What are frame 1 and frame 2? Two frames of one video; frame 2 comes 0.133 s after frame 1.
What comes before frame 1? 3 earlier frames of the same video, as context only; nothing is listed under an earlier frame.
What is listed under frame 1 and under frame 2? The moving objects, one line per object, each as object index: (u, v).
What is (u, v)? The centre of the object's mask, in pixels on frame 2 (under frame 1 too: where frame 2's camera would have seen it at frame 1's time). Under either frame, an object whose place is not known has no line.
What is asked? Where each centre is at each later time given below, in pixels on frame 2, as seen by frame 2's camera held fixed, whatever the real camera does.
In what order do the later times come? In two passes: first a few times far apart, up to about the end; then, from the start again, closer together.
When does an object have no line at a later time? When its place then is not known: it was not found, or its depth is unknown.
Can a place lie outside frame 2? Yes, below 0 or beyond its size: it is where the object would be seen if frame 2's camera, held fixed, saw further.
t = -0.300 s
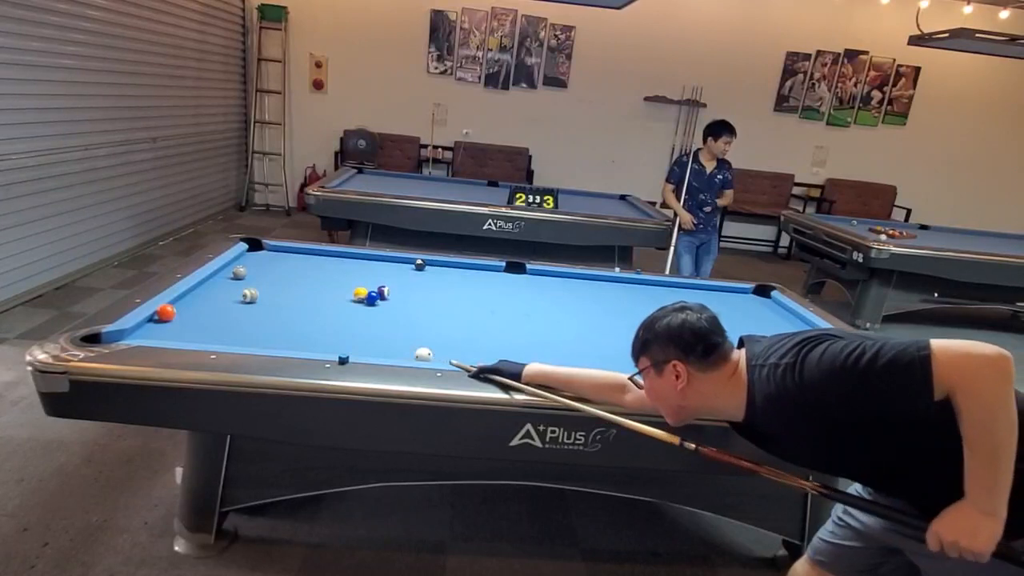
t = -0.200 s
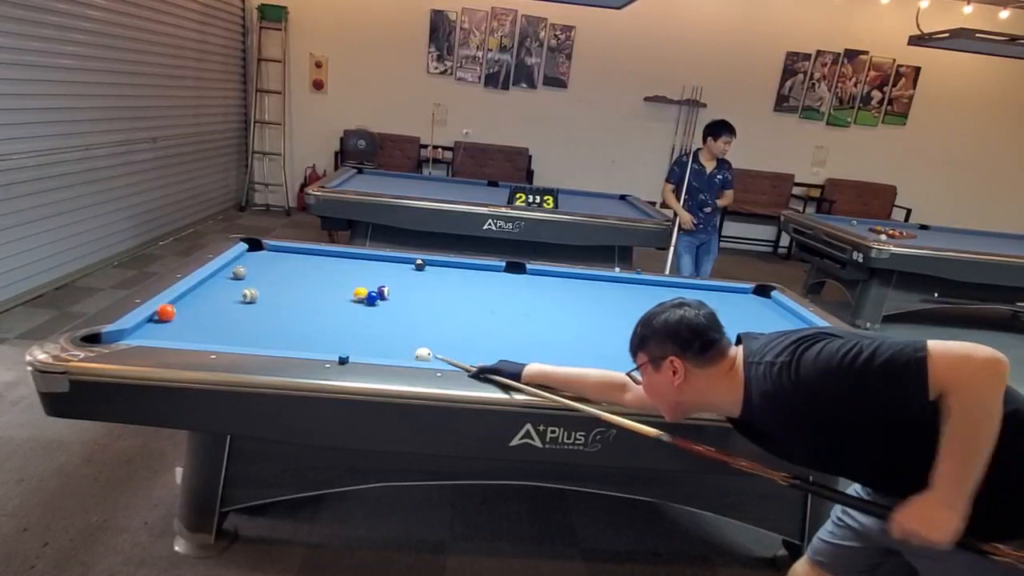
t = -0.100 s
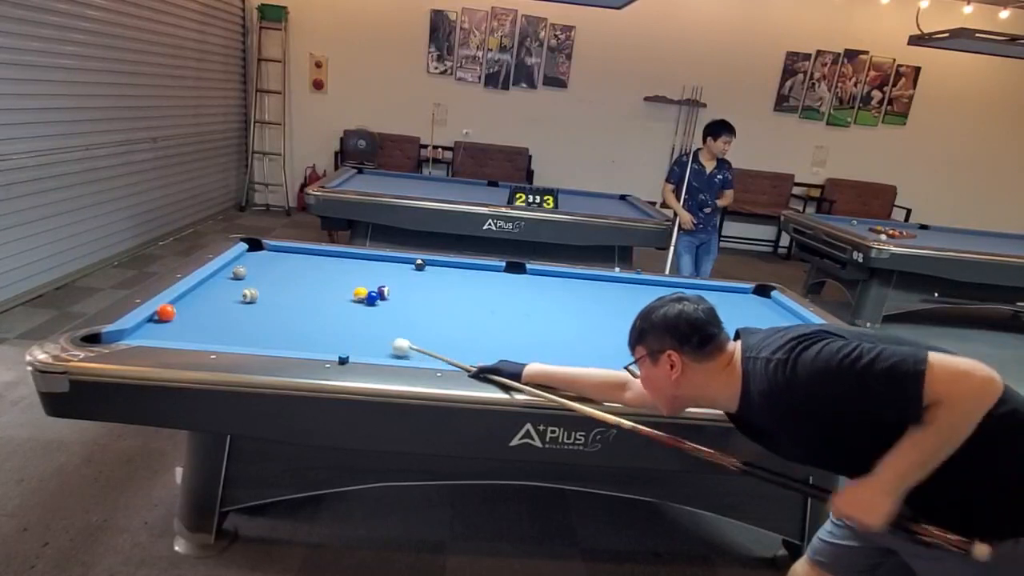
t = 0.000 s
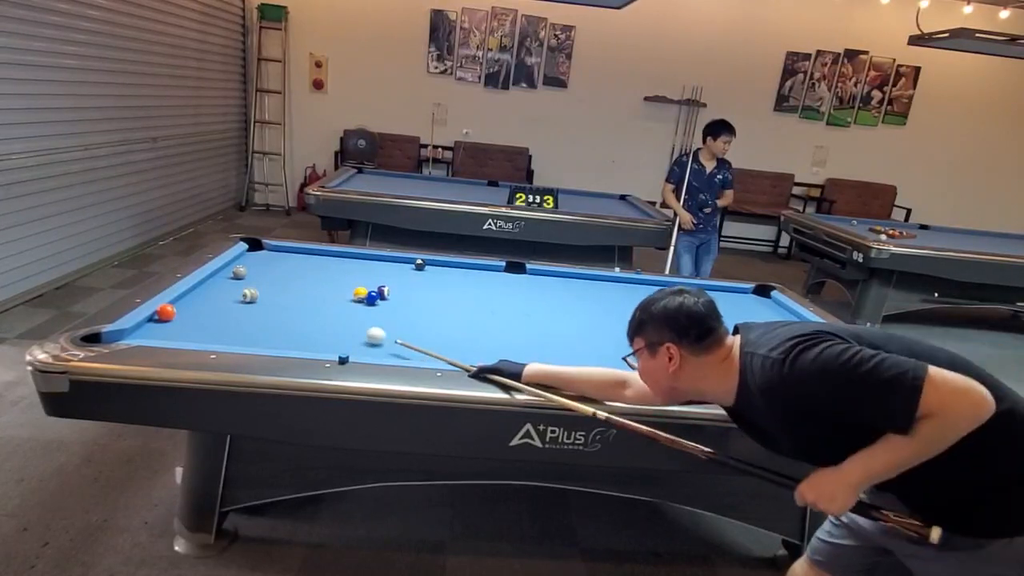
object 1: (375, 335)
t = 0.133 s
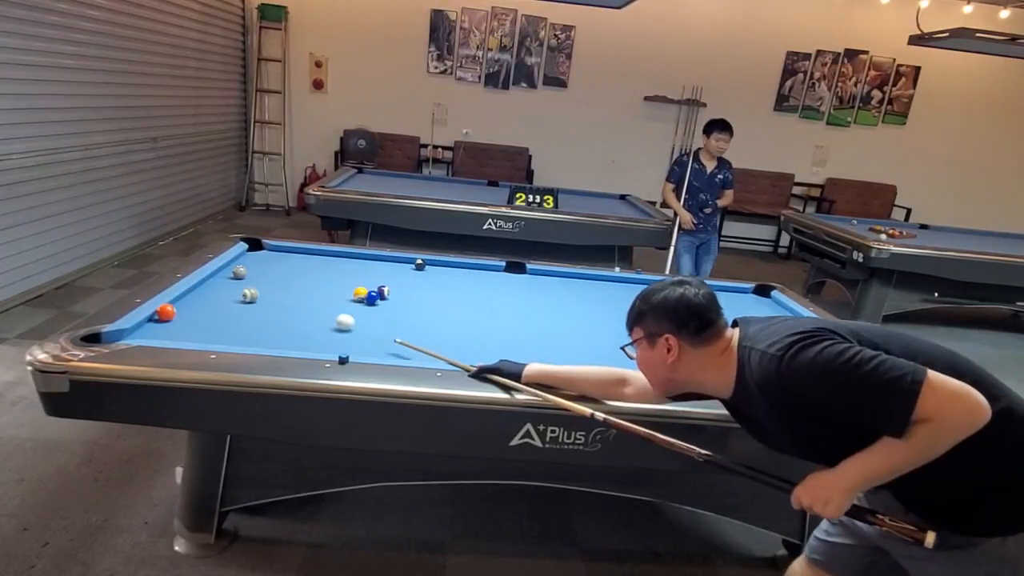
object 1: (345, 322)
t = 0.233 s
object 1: (323, 312)
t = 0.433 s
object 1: (284, 295)
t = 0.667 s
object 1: (244, 278)
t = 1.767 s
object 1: (296, 280)
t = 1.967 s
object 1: (310, 281)
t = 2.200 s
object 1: (325, 283)
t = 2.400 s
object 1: (337, 284)
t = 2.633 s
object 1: (350, 284)
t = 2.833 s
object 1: (361, 283)
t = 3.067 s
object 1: (372, 285)
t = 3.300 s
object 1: (381, 284)
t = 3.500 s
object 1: (390, 286)
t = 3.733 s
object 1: (396, 287)
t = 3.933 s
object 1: (400, 288)
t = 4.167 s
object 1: (404, 288)
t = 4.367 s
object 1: (407, 288)
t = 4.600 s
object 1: (411, 288)
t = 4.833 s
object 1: (413, 288)
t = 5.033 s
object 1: (414, 289)
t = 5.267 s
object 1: (415, 289)
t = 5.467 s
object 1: (415, 289)
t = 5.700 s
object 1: (415, 289)
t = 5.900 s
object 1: (415, 289)
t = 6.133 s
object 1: (415, 289)
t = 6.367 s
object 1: (415, 289)
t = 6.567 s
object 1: (415, 289)
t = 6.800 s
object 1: (415, 289)
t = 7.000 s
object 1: (415, 289)
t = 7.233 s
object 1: (415, 289)
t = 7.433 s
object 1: (415, 289)
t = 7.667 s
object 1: (415, 289)
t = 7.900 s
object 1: (415, 289)
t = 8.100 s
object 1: (415, 289)
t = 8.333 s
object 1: (415, 289)
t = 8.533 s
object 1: (415, 289)
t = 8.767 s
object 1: (415, 289)
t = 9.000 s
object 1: (415, 289)
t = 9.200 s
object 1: (415, 289)
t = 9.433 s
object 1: (415, 289)
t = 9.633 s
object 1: (415, 289)
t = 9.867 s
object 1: (415, 289)
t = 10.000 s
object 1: (415, 289)
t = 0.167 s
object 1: (337, 319)
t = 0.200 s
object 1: (330, 315)
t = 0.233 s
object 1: (323, 312)
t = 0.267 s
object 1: (316, 309)
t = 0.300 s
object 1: (309, 306)
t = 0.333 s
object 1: (303, 304)
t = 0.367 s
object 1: (297, 301)
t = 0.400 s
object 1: (290, 298)
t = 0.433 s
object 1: (284, 295)
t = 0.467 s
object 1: (278, 293)
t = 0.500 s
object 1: (272, 290)
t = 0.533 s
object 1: (266, 288)
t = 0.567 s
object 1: (261, 285)
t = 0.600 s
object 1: (256, 282)
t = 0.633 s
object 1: (250, 280)
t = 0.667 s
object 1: (244, 278)
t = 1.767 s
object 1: (296, 280)
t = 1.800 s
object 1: (298, 280)
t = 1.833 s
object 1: (301, 281)
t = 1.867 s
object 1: (303, 281)
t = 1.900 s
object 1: (305, 281)
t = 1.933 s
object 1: (308, 281)
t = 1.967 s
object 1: (310, 281)
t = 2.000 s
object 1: (312, 281)
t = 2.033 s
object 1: (315, 282)
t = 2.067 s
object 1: (317, 282)
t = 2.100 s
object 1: (319, 282)
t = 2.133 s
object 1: (321, 282)
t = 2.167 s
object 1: (323, 282)
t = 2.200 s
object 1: (325, 283)
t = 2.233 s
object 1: (327, 283)
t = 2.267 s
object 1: (329, 283)
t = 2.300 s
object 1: (331, 283)
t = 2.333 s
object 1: (333, 283)
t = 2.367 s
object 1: (336, 283)
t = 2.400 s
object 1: (337, 284)
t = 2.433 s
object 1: (339, 284)
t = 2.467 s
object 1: (341, 284)
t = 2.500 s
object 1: (343, 284)
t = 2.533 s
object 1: (345, 284)
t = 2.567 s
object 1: (347, 285)
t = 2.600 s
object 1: (349, 285)
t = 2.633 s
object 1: (350, 284)
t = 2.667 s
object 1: (352, 284)
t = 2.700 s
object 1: (353, 284)
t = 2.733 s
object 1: (355, 284)
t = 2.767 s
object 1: (357, 284)
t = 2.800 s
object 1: (359, 284)
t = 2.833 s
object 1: (361, 283)
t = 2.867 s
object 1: (363, 284)
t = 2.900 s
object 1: (365, 283)
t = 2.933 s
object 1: (366, 284)
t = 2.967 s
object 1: (368, 284)
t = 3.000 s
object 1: (370, 285)
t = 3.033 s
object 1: (371, 285)
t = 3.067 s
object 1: (372, 285)
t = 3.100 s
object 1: (374, 285)
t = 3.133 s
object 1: (375, 285)
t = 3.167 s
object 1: (376, 285)
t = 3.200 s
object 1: (377, 285)
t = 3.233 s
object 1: (378, 284)
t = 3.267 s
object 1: (380, 284)
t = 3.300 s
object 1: (381, 284)
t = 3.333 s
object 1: (383, 284)
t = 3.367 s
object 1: (383, 285)
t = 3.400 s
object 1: (384, 285)
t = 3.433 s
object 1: (386, 285)
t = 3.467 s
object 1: (388, 285)
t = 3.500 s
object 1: (390, 286)
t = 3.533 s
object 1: (391, 286)
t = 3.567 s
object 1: (392, 286)
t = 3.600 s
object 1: (393, 287)
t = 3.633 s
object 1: (394, 287)
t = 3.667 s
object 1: (395, 287)
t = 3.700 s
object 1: (395, 287)
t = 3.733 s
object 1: (396, 287)
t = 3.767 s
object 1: (397, 287)
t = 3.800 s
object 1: (397, 287)
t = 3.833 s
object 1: (398, 287)
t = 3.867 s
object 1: (399, 288)
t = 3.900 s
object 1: (399, 288)
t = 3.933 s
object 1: (400, 288)
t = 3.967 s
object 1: (400, 288)
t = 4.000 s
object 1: (401, 288)
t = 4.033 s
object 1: (402, 287)
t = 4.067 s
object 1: (402, 288)
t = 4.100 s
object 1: (403, 288)
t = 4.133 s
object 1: (404, 288)
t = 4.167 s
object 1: (404, 288)
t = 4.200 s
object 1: (404, 288)
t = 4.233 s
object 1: (405, 288)
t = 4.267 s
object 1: (406, 288)
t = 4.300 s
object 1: (406, 288)
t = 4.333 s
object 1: (407, 288)
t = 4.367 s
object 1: (407, 288)
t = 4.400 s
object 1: (408, 288)
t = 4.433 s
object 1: (409, 288)
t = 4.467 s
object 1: (409, 288)
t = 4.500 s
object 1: (410, 288)
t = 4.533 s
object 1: (410, 288)
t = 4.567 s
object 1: (410, 288)
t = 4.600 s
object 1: (411, 288)
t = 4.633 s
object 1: (411, 288)
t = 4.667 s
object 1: (411, 288)
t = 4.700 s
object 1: (412, 288)
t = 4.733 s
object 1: (412, 288)
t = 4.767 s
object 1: (413, 288)
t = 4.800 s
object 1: (413, 288)
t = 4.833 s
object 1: (413, 288)
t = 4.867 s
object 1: (413, 288)
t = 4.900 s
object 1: (413, 288)
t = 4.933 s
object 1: (413, 289)
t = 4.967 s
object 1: (414, 289)
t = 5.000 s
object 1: (414, 289)
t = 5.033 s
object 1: (414, 289)
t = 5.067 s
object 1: (414, 289)
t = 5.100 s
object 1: (414, 289)
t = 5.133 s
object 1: (414, 289)
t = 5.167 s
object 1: (415, 289)
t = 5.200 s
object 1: (415, 289)
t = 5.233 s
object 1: (415, 289)
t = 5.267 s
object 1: (415, 289)
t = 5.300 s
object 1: (415, 289)
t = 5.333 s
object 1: (415, 289)
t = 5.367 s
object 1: (415, 289)
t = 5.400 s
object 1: (415, 289)
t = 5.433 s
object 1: (415, 289)
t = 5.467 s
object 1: (415, 289)
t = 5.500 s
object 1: (415, 289)
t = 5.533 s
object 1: (415, 289)
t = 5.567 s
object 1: (415, 289)
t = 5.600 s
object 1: (415, 289)
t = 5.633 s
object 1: (415, 289)
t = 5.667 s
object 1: (415, 289)
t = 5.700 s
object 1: (415, 289)
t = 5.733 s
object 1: (415, 289)
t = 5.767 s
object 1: (415, 289)
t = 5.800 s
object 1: (415, 289)
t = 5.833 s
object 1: (415, 289)
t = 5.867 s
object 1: (415, 289)
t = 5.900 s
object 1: (415, 289)
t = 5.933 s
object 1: (415, 289)
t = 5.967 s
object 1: (415, 289)
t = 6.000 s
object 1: (415, 289)
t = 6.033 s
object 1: (415, 289)
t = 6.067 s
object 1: (415, 289)
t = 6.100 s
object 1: (415, 289)
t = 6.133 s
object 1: (415, 289)
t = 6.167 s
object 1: (415, 289)
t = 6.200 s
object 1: (415, 289)
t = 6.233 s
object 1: (415, 289)
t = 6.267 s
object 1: (415, 289)
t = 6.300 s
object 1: (415, 289)
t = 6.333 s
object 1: (415, 289)
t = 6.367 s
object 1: (415, 289)
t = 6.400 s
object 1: (415, 289)
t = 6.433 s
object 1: (415, 289)
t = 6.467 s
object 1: (415, 289)
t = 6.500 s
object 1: (415, 289)
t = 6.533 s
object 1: (415, 289)
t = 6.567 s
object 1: (415, 289)
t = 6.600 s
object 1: (415, 289)
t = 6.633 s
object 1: (415, 289)
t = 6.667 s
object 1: (415, 289)
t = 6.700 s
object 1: (415, 289)
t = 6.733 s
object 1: (415, 289)
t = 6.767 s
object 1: (415, 289)
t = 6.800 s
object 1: (415, 289)
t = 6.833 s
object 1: (415, 289)
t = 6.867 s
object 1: (415, 289)
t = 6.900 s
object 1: (415, 289)
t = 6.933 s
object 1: (415, 289)
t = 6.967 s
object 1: (415, 289)
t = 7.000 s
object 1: (415, 289)
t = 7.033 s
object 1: (415, 289)
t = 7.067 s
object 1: (415, 289)
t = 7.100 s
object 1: (415, 289)
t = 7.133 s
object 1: (415, 289)
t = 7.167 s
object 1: (415, 289)
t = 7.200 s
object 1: (415, 289)
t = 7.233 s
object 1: (415, 289)
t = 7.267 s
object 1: (415, 289)
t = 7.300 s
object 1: (415, 289)
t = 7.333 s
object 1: (415, 289)
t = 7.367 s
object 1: (415, 289)
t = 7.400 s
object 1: (415, 289)
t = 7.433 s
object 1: (415, 289)
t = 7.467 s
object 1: (415, 289)
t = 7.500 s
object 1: (415, 289)
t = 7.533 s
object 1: (415, 289)
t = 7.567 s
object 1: (415, 289)
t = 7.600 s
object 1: (415, 289)
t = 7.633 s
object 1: (415, 289)
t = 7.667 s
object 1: (415, 289)
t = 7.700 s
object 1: (415, 289)
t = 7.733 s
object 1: (415, 289)
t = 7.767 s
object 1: (415, 289)
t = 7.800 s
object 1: (415, 289)
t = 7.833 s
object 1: (415, 289)
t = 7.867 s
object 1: (415, 289)
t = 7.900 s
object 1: (415, 289)
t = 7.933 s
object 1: (415, 289)
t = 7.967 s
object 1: (415, 289)
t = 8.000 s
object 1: (415, 289)
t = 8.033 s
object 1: (415, 289)
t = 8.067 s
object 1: (415, 289)
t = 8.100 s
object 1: (415, 289)
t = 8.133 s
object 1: (415, 289)
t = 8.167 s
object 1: (415, 289)
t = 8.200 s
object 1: (415, 289)
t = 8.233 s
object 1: (415, 289)
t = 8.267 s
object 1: (415, 289)
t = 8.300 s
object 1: (415, 289)
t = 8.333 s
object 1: (415, 289)
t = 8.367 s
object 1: (415, 289)
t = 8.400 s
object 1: (415, 289)
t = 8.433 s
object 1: (415, 289)
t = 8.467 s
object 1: (415, 289)
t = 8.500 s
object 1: (415, 289)
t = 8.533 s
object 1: (415, 289)
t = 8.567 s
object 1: (415, 289)
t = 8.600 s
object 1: (415, 289)
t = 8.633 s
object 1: (415, 289)
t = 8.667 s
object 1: (415, 289)
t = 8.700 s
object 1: (415, 289)
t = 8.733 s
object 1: (415, 288)
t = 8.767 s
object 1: (415, 289)
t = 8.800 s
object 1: (415, 289)
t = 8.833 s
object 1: (415, 289)
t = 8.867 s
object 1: (415, 289)
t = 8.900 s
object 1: (415, 289)
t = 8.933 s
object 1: (415, 289)
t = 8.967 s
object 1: (415, 289)
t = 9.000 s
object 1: (415, 289)
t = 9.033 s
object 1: (415, 289)
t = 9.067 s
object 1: (415, 289)
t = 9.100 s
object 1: (415, 289)
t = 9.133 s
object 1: (415, 289)
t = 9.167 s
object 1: (415, 289)
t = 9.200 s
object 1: (415, 289)
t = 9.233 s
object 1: (415, 289)
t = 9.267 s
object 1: (415, 289)
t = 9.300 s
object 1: (415, 289)
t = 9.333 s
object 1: (415, 289)
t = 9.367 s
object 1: (415, 289)
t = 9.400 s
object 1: (415, 289)
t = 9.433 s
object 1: (415, 289)
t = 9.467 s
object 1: (415, 289)
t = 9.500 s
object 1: (415, 289)
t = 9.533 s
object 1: (415, 289)
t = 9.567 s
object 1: (415, 289)
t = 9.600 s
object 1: (415, 289)
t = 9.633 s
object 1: (415, 289)
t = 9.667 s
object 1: (415, 288)
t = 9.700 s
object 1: (415, 289)
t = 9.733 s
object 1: (415, 289)
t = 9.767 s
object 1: (415, 289)
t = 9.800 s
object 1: (415, 289)
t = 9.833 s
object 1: (415, 289)
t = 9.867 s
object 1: (415, 289)
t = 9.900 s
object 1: (415, 289)
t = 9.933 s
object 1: (415, 289)
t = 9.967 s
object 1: (415, 289)
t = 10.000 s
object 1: (415, 289)
